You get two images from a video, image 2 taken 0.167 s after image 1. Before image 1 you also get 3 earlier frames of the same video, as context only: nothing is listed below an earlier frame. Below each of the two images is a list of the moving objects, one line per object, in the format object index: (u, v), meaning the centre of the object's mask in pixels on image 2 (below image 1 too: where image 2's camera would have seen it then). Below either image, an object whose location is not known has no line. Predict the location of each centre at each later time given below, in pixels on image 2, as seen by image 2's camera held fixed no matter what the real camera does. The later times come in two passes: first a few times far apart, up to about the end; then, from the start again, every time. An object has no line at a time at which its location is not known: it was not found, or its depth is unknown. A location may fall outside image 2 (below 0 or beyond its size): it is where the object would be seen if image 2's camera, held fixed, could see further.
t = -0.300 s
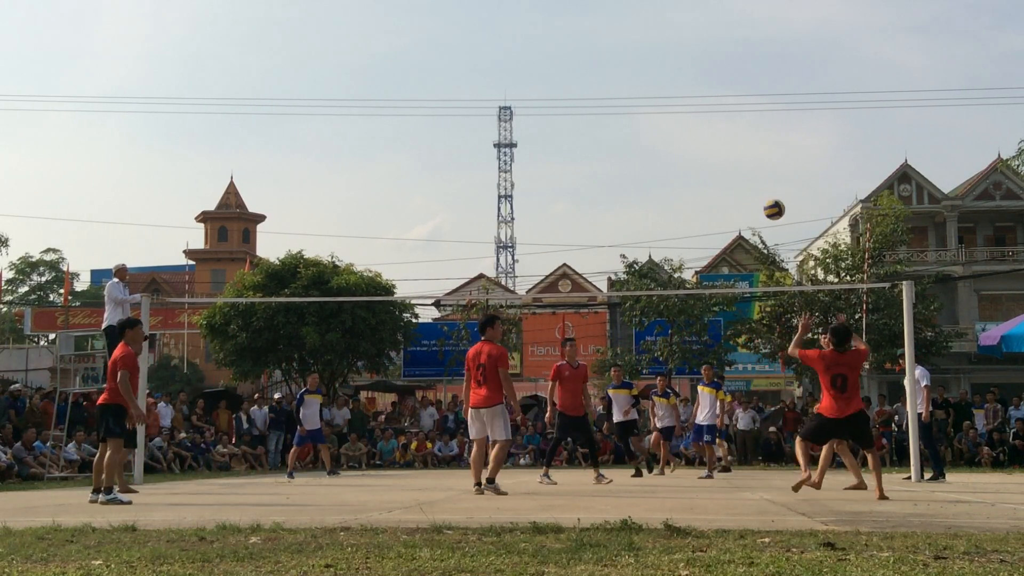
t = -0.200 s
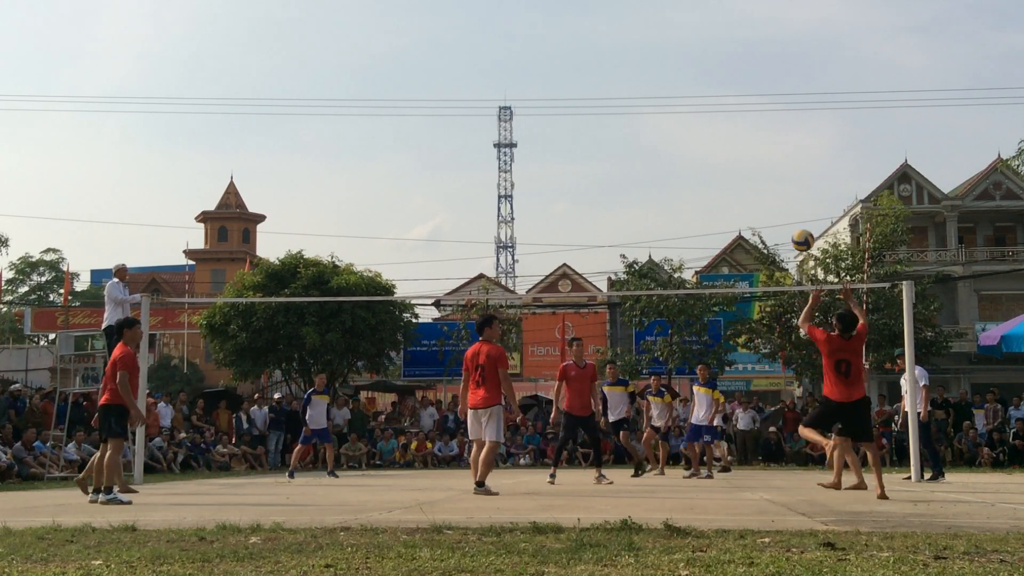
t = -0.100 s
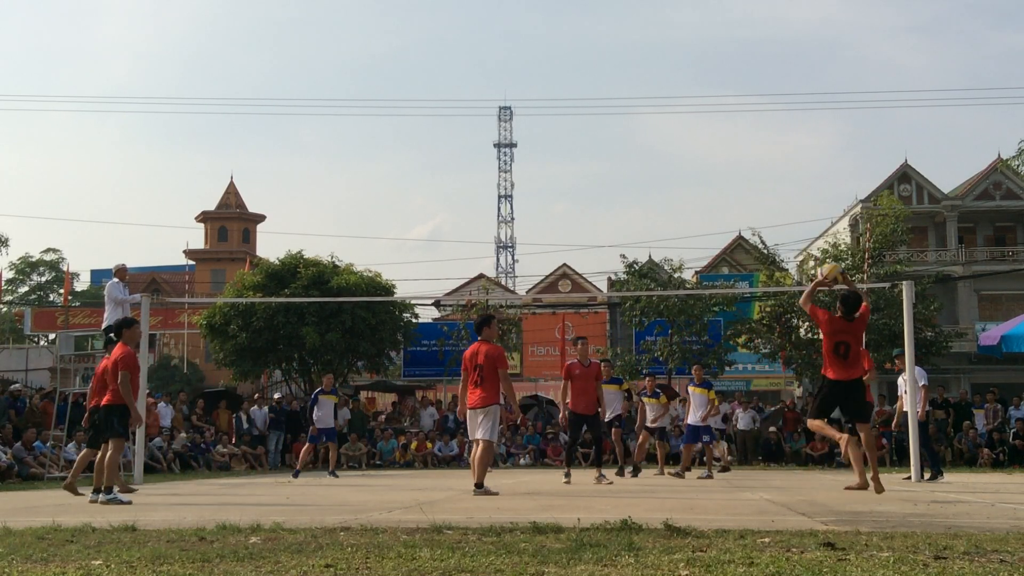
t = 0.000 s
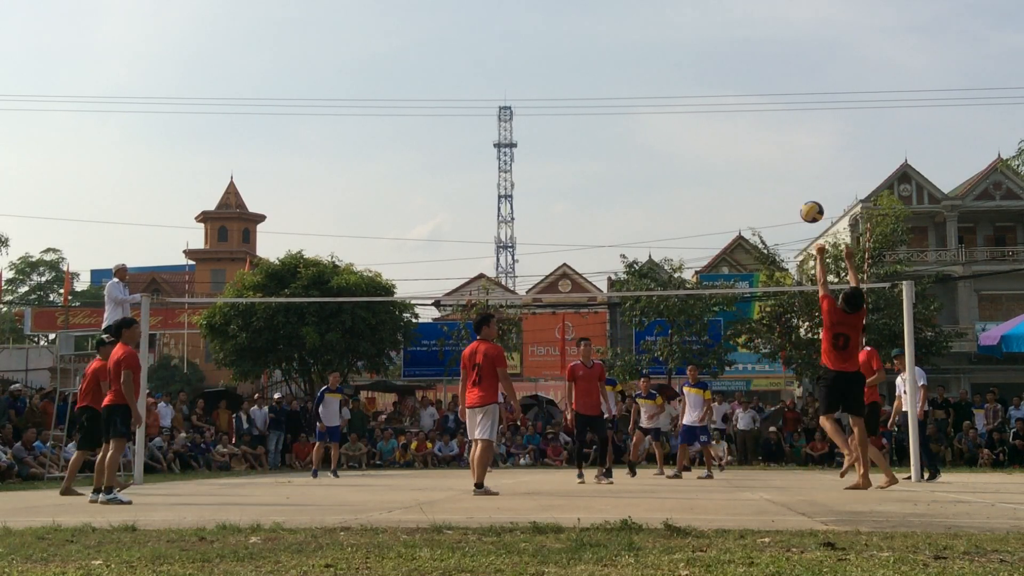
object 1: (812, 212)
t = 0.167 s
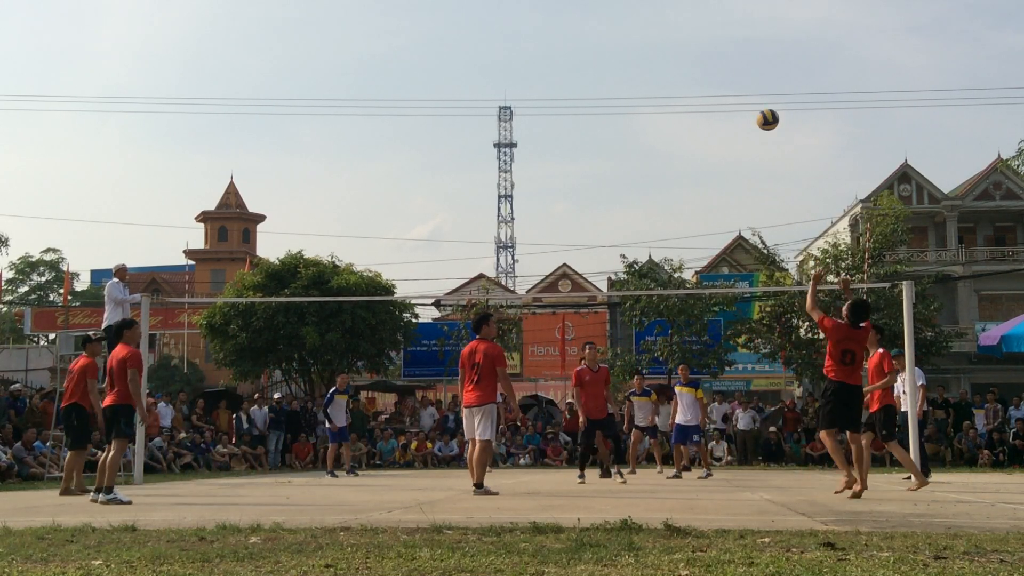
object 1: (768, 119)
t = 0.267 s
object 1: (743, 81)
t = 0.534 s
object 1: (685, 34)
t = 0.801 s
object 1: (635, 55)
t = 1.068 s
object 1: (589, 135)
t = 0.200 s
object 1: (759, 105)
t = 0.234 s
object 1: (751, 92)
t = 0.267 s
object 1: (743, 81)
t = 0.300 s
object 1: (736, 71)
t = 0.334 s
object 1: (728, 62)
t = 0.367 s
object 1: (721, 54)
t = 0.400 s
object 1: (713, 48)
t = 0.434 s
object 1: (706, 43)
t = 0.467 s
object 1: (699, 39)
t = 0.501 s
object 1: (692, 36)
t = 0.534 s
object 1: (685, 34)
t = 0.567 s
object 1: (679, 33)
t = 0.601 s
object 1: (672, 33)
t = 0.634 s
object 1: (666, 34)
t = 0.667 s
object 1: (659, 36)
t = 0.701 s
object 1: (653, 39)
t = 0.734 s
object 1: (647, 43)
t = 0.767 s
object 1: (641, 48)
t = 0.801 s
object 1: (635, 55)
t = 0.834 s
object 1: (629, 61)
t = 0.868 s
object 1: (623, 69)
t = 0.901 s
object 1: (617, 78)
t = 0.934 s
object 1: (611, 87)
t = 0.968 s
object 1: (606, 98)
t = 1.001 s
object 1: (600, 110)
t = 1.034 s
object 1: (594, 122)
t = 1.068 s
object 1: (589, 135)
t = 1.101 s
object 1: (583, 149)
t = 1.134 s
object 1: (578, 163)
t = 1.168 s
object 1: (573, 179)
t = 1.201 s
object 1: (568, 195)
